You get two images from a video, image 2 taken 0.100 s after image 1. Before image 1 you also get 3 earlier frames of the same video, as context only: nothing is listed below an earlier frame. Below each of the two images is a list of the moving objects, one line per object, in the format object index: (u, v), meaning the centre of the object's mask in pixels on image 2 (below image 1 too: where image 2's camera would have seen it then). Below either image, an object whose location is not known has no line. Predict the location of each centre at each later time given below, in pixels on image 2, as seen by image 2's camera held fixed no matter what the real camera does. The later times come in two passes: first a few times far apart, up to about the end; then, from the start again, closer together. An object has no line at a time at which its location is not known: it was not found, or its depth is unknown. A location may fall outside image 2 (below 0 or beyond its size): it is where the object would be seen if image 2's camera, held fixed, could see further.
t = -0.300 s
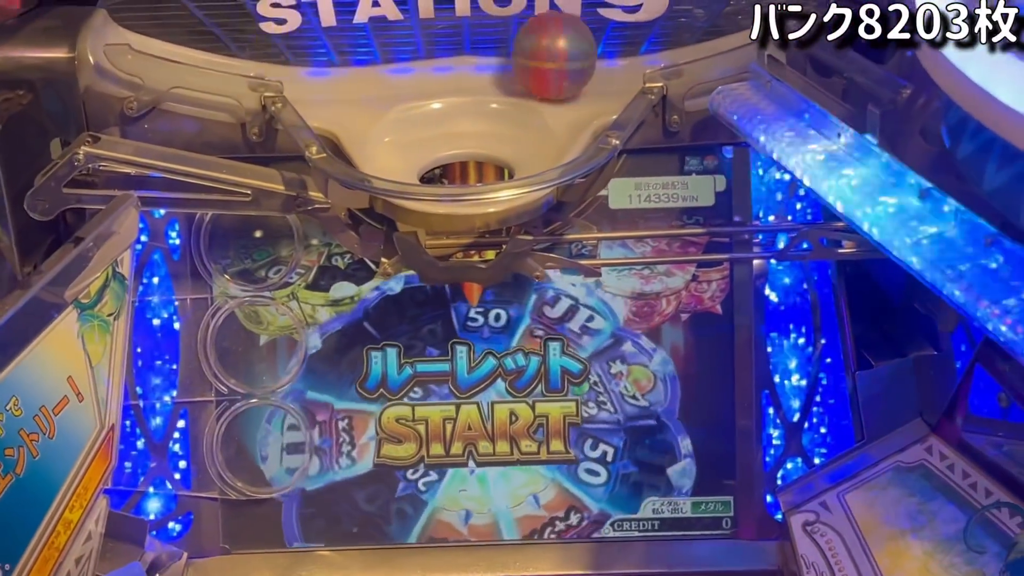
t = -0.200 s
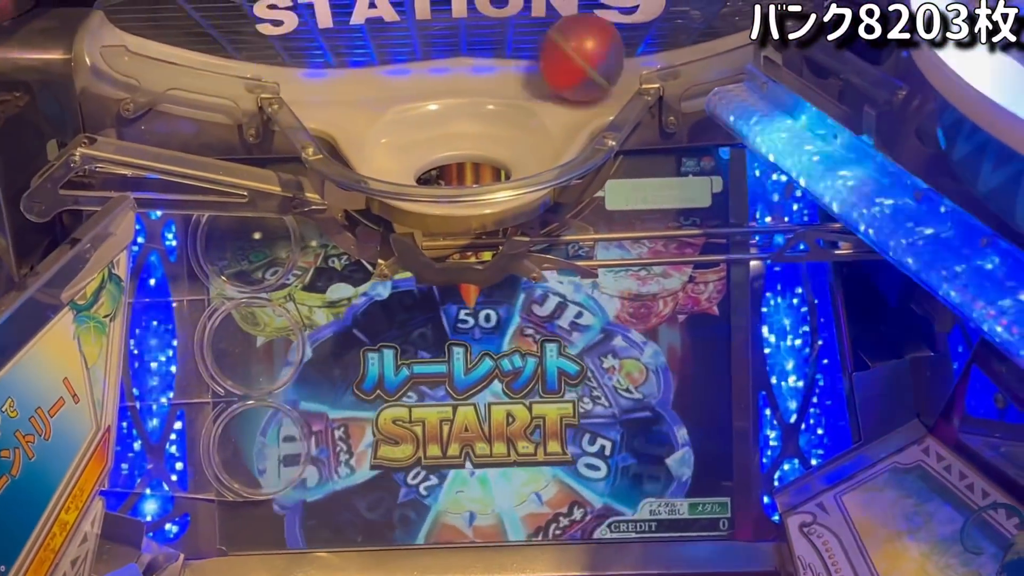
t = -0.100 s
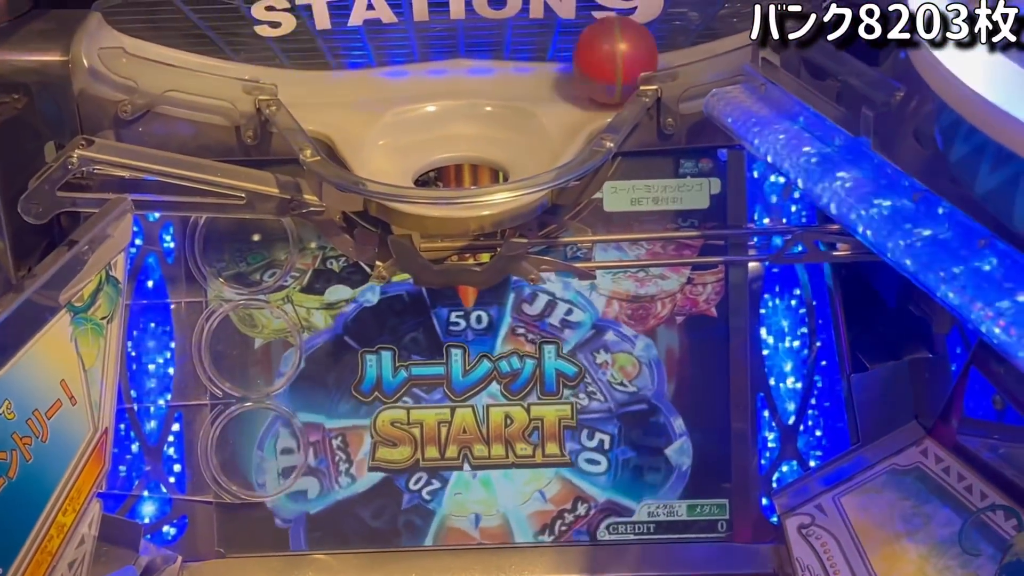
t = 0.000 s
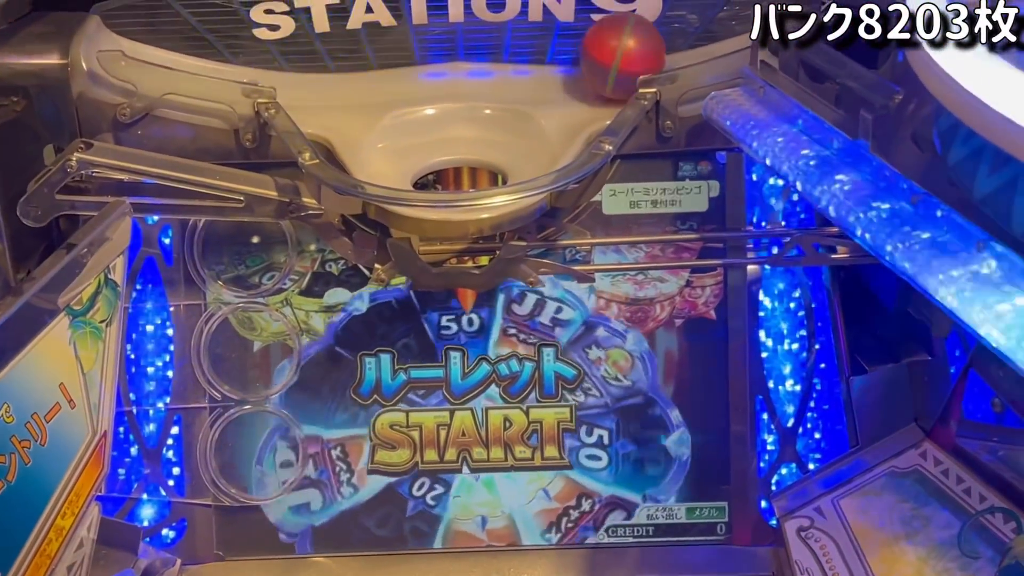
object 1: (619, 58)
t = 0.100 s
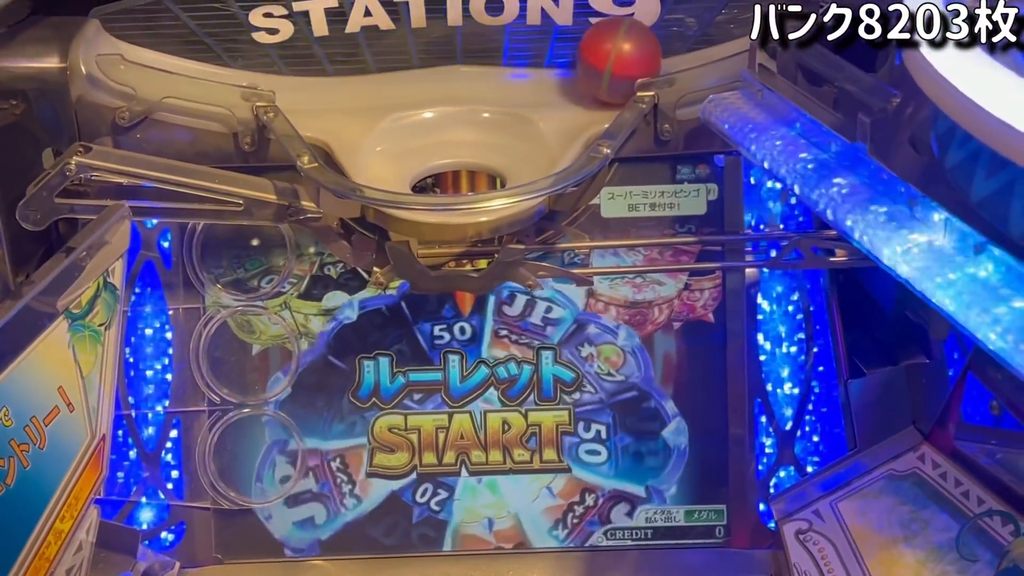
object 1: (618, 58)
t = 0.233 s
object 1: (601, 64)
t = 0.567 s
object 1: (568, 107)
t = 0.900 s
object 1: (418, 155)
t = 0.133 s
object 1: (614, 59)
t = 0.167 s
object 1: (611, 60)
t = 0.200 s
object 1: (606, 62)
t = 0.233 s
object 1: (601, 64)
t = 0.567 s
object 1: (568, 107)
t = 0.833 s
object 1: (459, 155)
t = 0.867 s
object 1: (439, 156)
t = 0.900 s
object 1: (418, 155)
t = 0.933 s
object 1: (399, 154)
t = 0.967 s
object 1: (380, 152)
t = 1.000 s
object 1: (377, 149)
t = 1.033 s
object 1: (374, 146)
